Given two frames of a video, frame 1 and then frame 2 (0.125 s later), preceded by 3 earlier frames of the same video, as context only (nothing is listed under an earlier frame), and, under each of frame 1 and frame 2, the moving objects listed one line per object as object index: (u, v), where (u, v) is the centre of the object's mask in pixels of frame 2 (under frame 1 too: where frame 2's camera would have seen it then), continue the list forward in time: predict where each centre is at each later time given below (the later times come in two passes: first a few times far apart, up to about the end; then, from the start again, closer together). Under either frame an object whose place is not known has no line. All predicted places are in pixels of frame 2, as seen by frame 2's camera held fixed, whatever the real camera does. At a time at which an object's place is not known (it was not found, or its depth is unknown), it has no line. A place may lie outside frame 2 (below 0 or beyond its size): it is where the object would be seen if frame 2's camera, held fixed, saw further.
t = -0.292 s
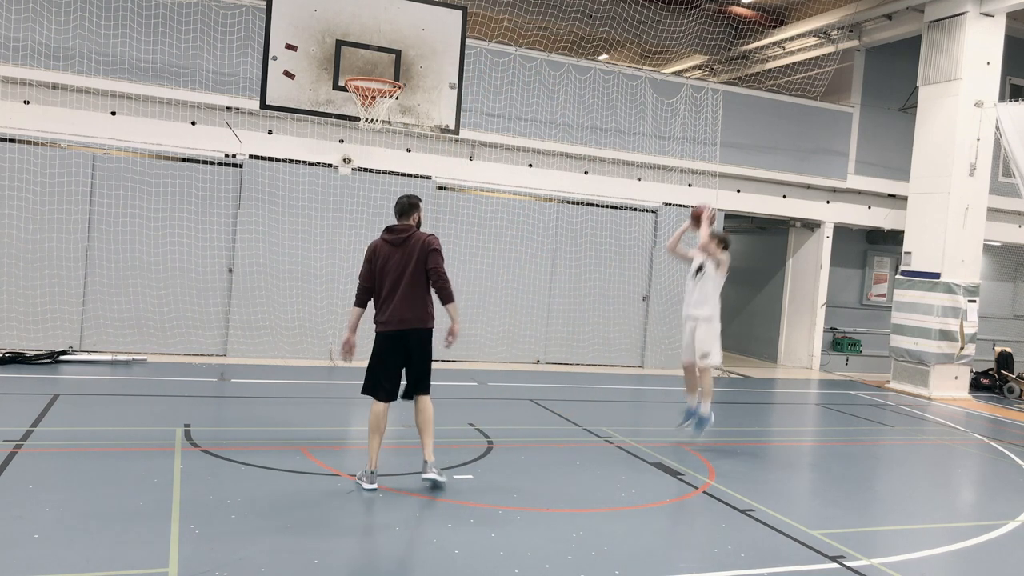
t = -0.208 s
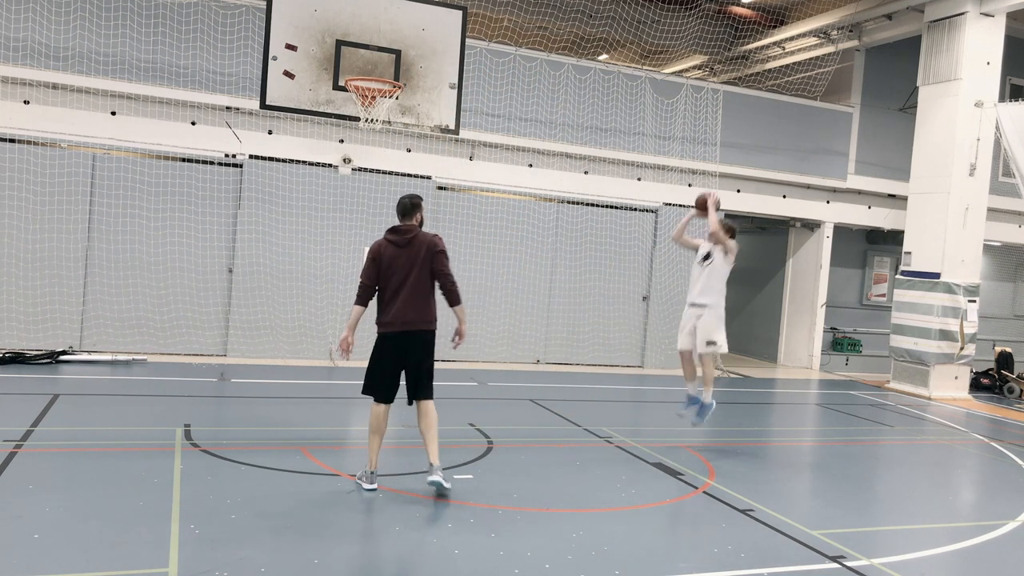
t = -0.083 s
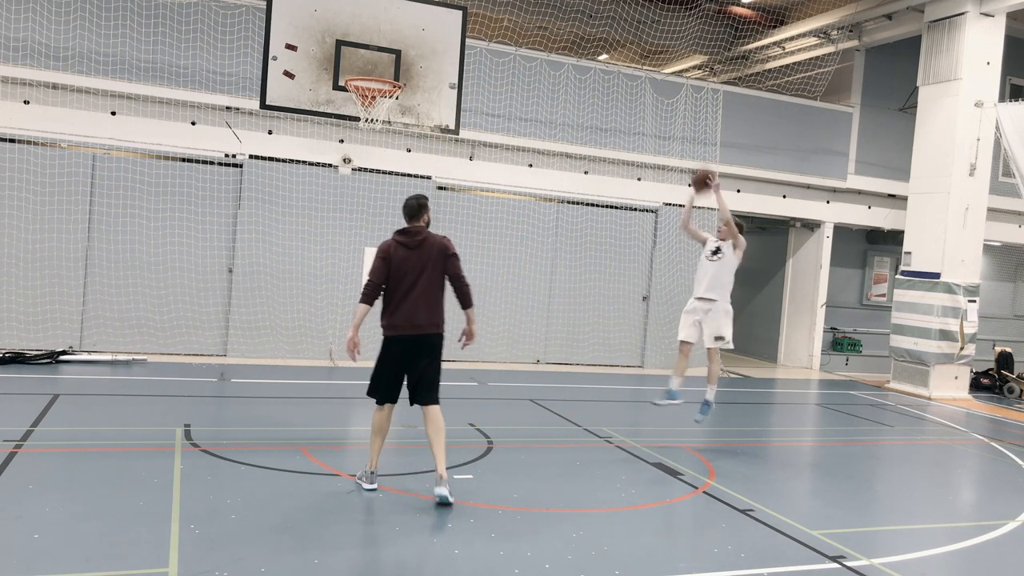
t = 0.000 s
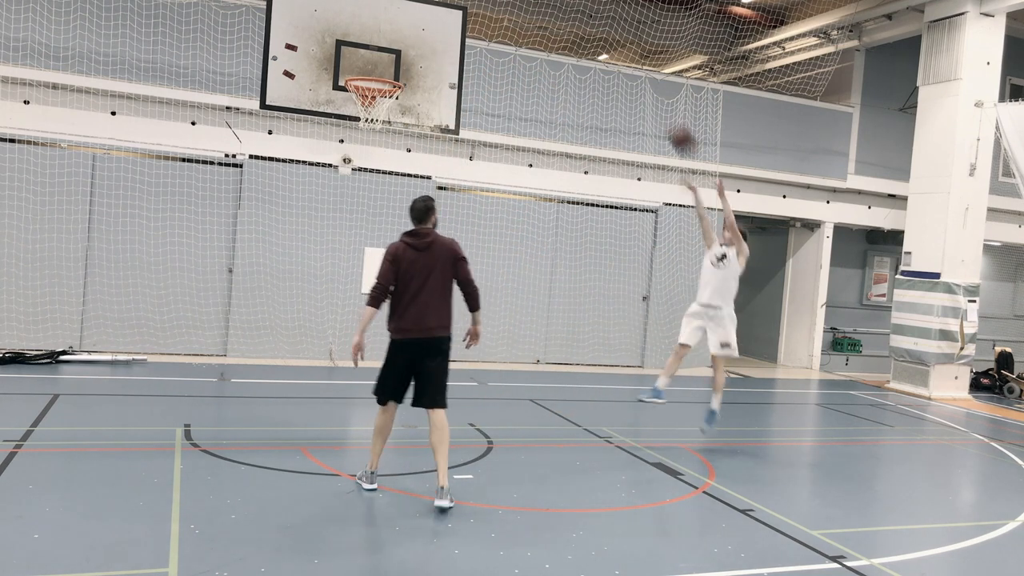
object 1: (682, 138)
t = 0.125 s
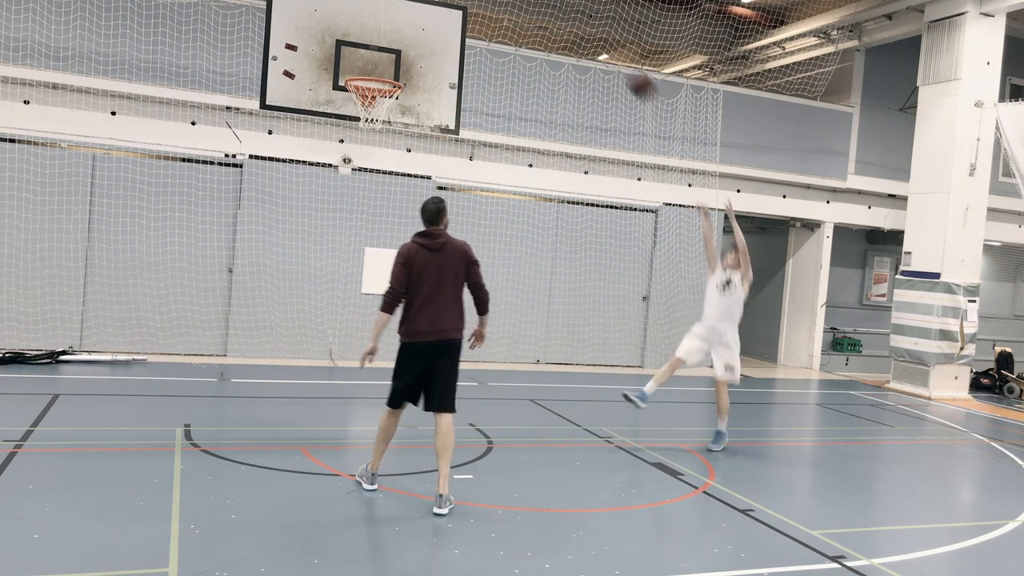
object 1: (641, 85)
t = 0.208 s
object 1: (614, 55)
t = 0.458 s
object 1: (519, 13)
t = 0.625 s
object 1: (451, 25)
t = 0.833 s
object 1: (363, 79)
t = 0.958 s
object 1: (392, 104)
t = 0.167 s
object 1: (628, 72)
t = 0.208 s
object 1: (614, 55)
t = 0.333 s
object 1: (567, 26)
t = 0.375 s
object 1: (551, 20)
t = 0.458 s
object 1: (519, 13)
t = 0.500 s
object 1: (503, 12)
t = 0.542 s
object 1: (487, 14)
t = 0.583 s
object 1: (472, 16)
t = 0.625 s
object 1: (451, 25)
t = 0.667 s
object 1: (436, 31)
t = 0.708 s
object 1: (419, 40)
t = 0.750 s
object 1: (400, 50)
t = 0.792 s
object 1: (376, 66)
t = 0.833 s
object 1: (363, 79)
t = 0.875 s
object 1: (371, 94)
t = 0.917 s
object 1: (386, 104)
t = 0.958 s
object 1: (392, 104)
